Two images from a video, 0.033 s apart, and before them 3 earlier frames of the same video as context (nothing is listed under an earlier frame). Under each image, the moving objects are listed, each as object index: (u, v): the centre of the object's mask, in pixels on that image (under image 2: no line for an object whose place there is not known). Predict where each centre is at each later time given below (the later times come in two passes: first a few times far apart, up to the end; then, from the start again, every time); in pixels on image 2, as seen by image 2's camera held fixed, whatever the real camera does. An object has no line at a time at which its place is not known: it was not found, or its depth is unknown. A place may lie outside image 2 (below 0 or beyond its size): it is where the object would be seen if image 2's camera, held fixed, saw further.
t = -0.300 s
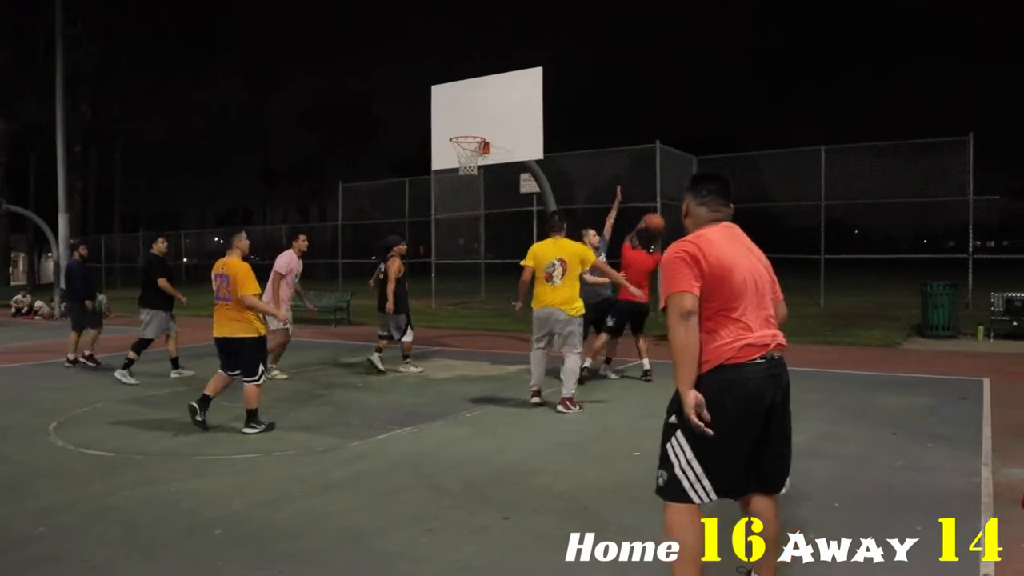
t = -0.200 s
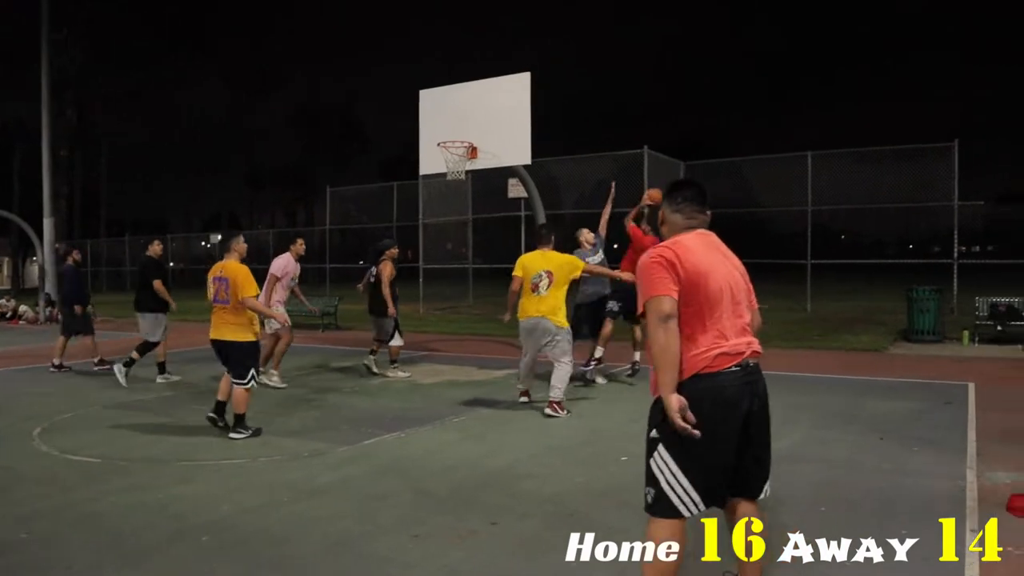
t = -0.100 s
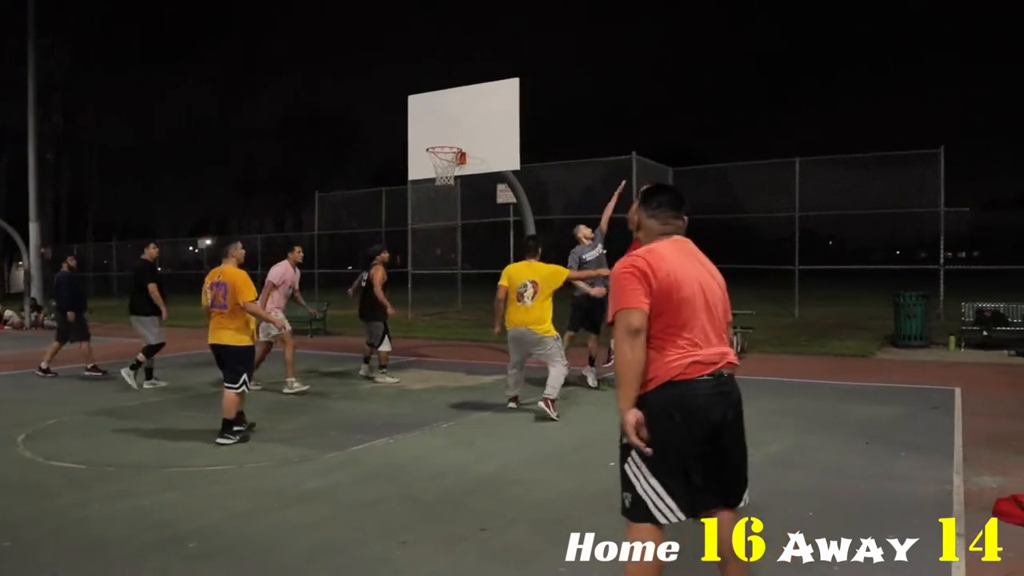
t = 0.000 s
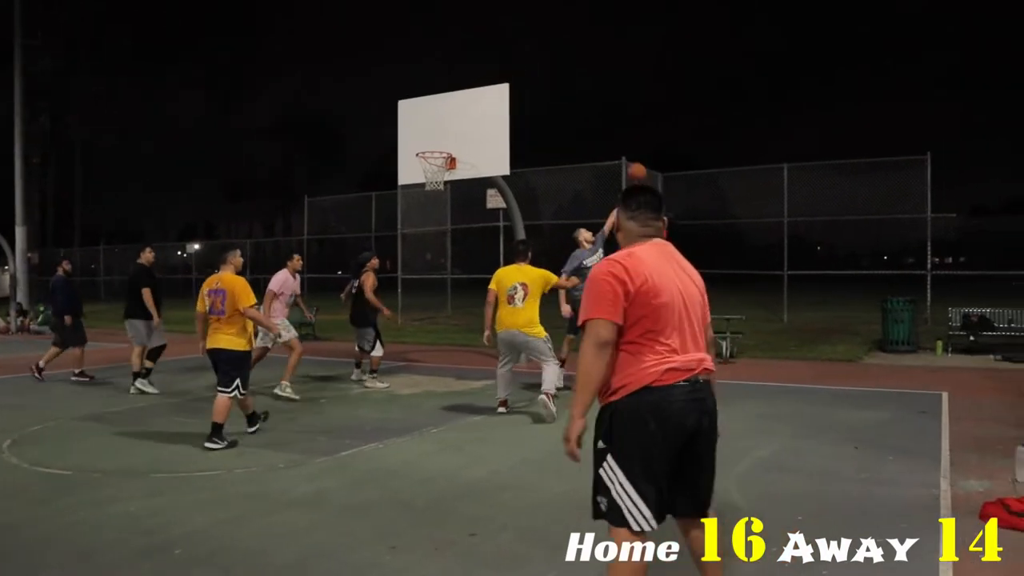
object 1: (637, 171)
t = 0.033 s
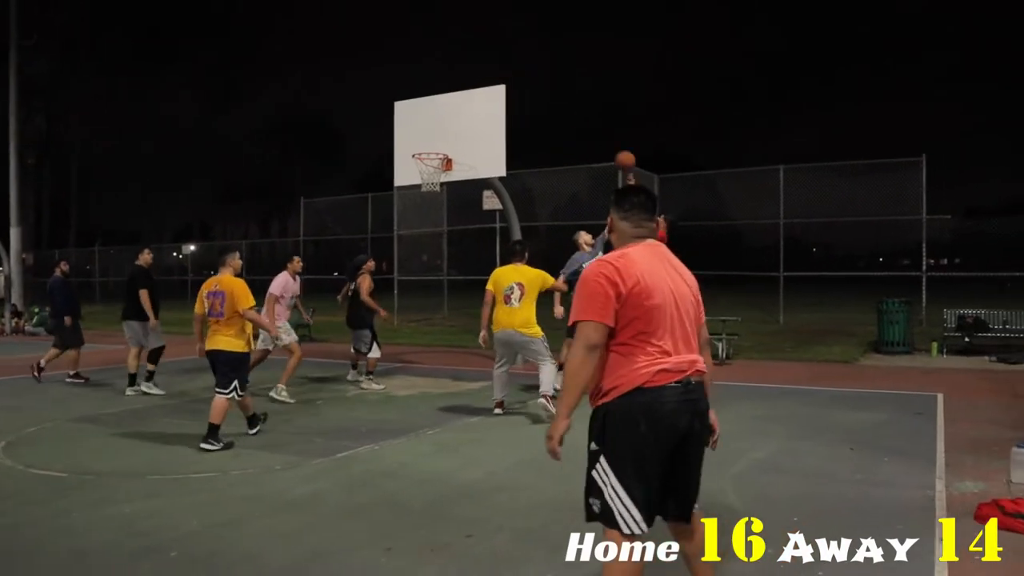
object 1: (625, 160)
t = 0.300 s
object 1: (563, 86)
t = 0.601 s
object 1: (500, 73)
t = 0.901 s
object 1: (441, 126)
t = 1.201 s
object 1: (443, 145)
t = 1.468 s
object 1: (454, 146)
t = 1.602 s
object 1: (459, 165)
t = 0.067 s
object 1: (616, 148)
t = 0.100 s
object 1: (609, 136)
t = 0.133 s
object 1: (601, 125)
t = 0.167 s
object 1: (593, 116)
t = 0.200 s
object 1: (586, 107)
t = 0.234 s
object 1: (578, 99)
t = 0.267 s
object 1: (571, 92)
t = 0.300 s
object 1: (563, 86)
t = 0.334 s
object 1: (556, 81)
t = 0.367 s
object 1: (549, 77)
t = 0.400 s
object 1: (542, 74)
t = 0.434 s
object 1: (534, 71)
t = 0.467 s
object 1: (527, 70)
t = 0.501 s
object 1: (520, 69)
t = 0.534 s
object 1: (514, 69)
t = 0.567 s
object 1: (507, 70)
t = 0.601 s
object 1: (500, 73)
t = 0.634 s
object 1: (493, 75)
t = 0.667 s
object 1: (486, 78)
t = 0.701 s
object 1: (480, 82)
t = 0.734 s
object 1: (473, 88)
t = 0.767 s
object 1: (467, 94)
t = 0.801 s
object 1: (460, 101)
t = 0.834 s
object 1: (454, 109)
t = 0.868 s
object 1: (448, 117)
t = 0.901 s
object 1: (441, 126)
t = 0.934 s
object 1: (435, 136)
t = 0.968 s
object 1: (429, 146)
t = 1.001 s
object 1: (426, 149)
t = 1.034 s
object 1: (424, 152)
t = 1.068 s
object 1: (423, 155)
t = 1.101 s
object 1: (429, 152)
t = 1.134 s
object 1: (435, 150)
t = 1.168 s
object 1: (441, 149)
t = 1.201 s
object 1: (443, 145)
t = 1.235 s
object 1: (444, 143)
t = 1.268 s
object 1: (445, 141)
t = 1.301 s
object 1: (447, 140)
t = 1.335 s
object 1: (448, 139)
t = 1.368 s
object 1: (450, 140)
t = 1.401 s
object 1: (451, 141)
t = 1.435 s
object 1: (452, 143)
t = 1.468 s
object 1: (454, 146)
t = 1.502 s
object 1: (455, 149)
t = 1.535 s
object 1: (456, 154)
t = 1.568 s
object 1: (458, 159)
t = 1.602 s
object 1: (459, 165)
